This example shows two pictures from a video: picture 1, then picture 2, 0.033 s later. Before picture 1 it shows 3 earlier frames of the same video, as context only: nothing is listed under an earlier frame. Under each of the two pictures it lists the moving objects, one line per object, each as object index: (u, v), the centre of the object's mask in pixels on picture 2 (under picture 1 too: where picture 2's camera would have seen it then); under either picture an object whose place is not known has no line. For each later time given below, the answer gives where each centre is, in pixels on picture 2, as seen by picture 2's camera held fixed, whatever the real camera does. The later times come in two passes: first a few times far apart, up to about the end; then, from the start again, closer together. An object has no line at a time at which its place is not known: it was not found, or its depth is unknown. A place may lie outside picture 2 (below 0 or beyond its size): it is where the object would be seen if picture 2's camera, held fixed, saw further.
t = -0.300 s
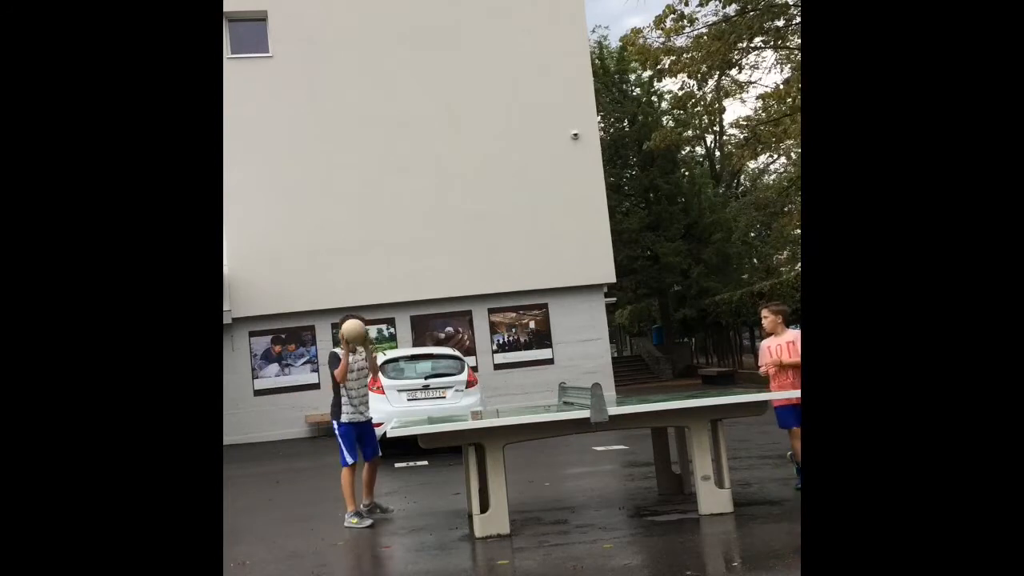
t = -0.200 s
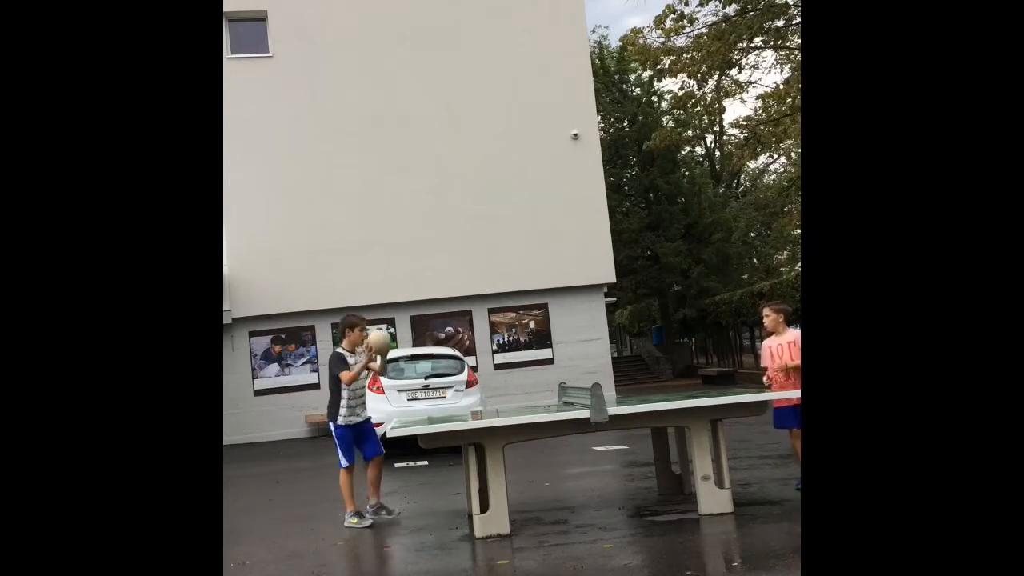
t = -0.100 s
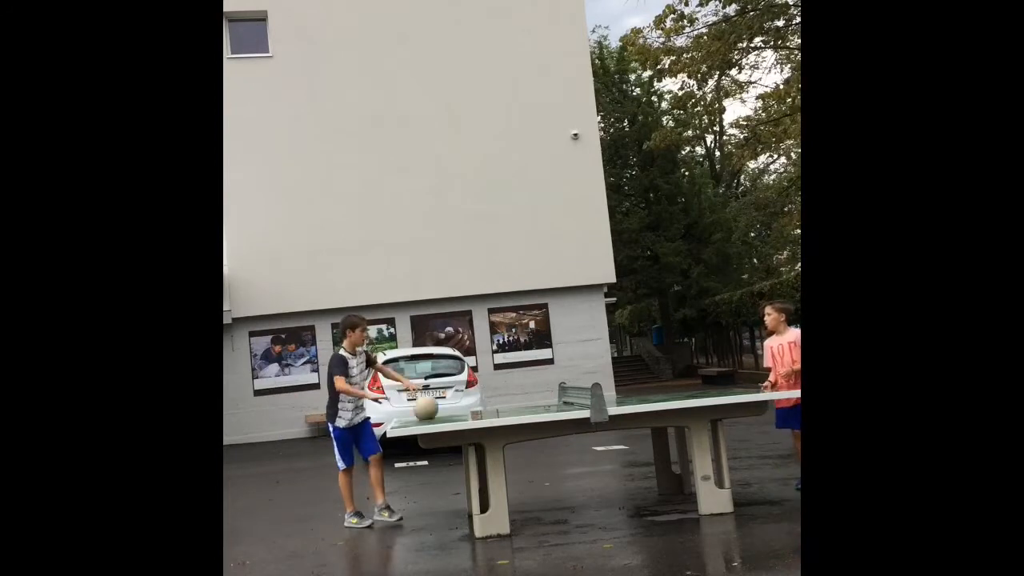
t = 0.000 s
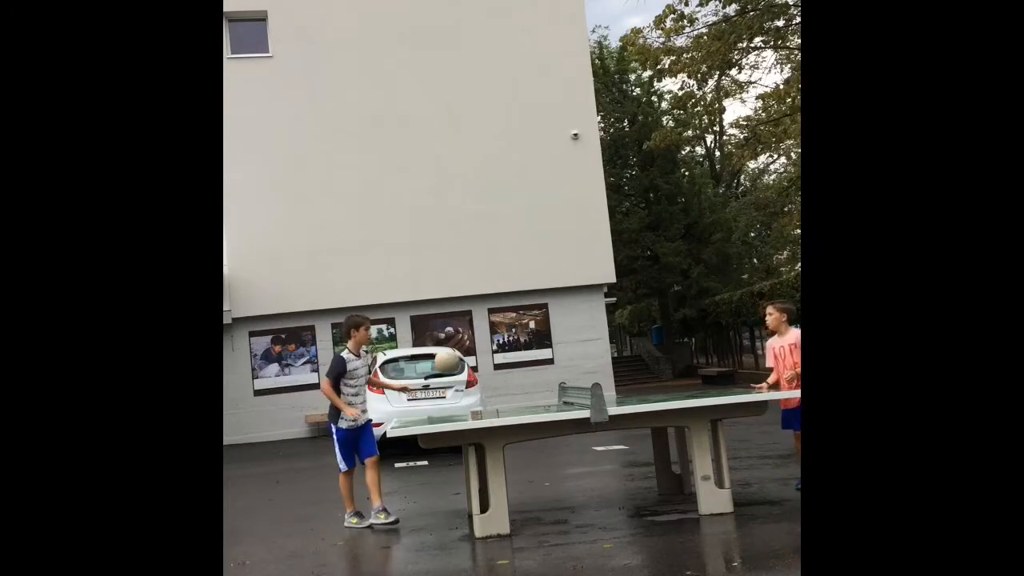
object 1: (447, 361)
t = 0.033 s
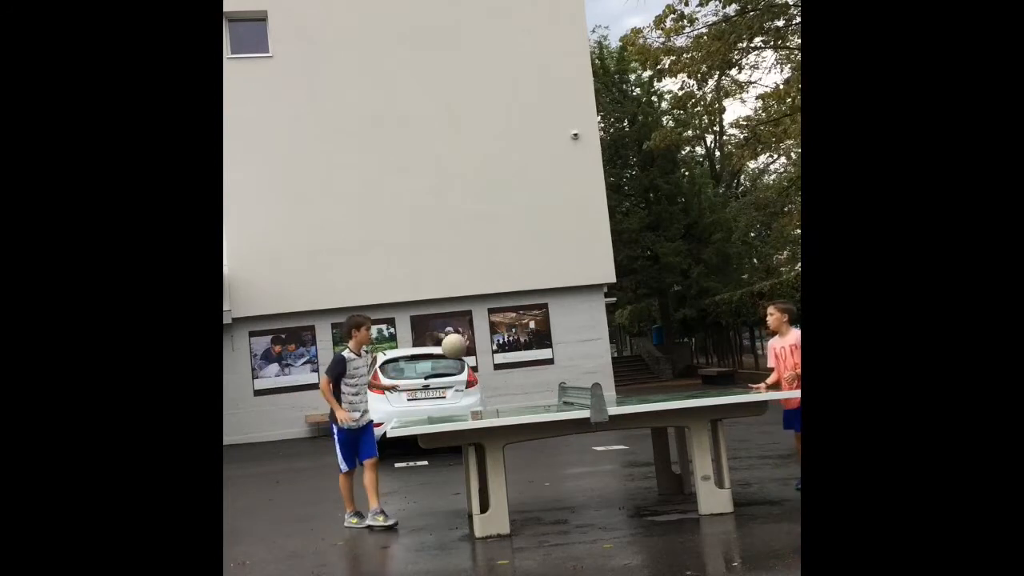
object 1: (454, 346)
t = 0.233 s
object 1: (499, 285)
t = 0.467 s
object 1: (558, 281)
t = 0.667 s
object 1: (615, 333)
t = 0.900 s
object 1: (676, 351)
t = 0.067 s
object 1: (461, 332)
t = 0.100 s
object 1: (468, 320)
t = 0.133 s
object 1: (475, 309)
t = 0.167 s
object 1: (483, 300)
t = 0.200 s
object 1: (492, 292)
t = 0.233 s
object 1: (499, 285)
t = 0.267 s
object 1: (507, 281)
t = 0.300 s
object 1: (515, 278)
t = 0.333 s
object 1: (524, 276)
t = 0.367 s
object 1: (532, 275)
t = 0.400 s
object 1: (540, 276)
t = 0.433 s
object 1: (549, 277)
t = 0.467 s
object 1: (558, 281)
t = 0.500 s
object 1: (567, 286)
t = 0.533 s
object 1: (577, 293)
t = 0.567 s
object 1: (587, 300)
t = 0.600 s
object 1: (596, 310)
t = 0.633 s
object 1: (606, 320)
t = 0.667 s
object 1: (615, 333)
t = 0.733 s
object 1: (636, 362)
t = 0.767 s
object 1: (647, 378)
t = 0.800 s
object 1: (656, 386)
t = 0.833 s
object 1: (662, 373)
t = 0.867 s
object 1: (669, 362)
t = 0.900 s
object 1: (676, 351)
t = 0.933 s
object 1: (682, 342)
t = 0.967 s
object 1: (689, 335)
